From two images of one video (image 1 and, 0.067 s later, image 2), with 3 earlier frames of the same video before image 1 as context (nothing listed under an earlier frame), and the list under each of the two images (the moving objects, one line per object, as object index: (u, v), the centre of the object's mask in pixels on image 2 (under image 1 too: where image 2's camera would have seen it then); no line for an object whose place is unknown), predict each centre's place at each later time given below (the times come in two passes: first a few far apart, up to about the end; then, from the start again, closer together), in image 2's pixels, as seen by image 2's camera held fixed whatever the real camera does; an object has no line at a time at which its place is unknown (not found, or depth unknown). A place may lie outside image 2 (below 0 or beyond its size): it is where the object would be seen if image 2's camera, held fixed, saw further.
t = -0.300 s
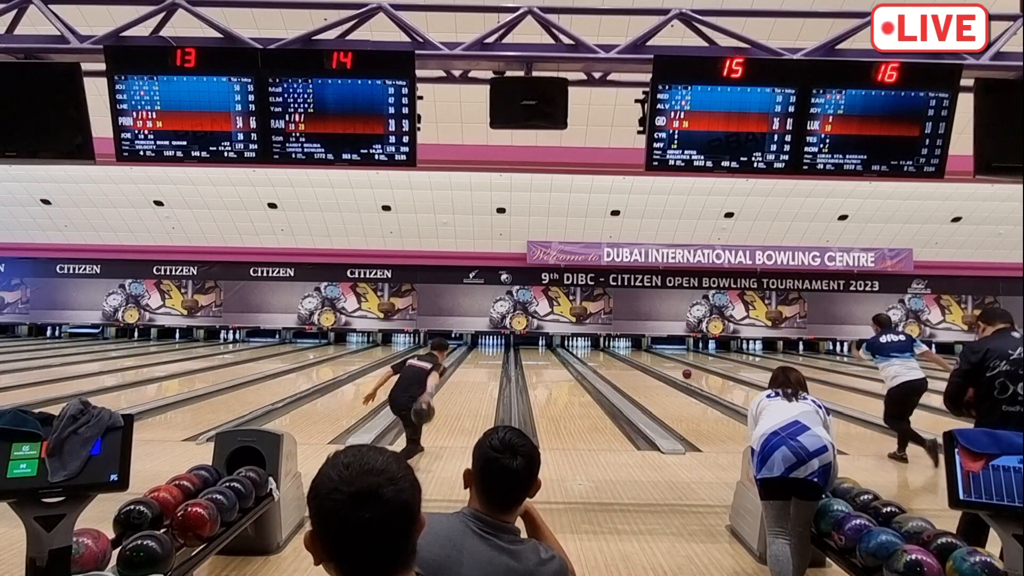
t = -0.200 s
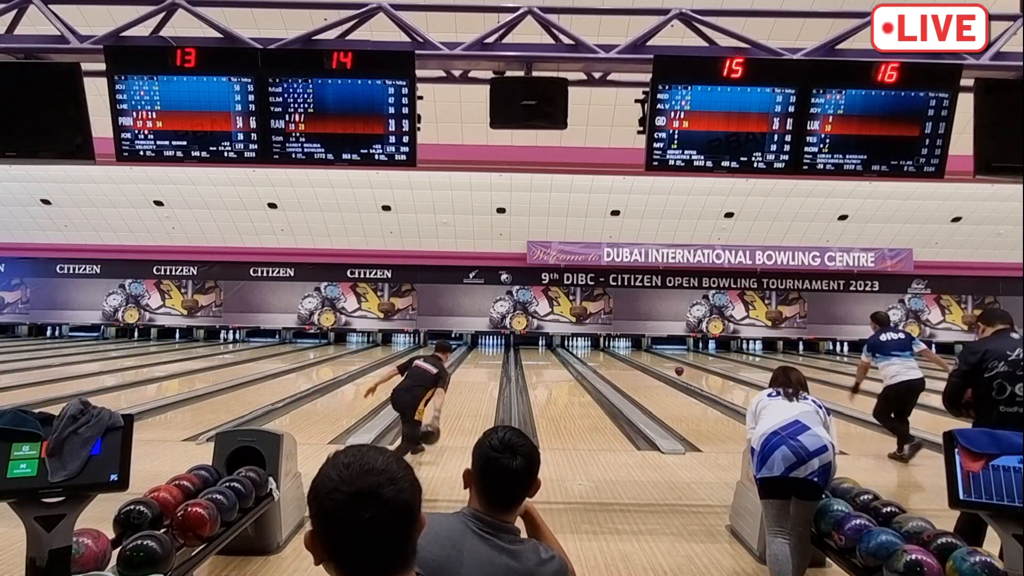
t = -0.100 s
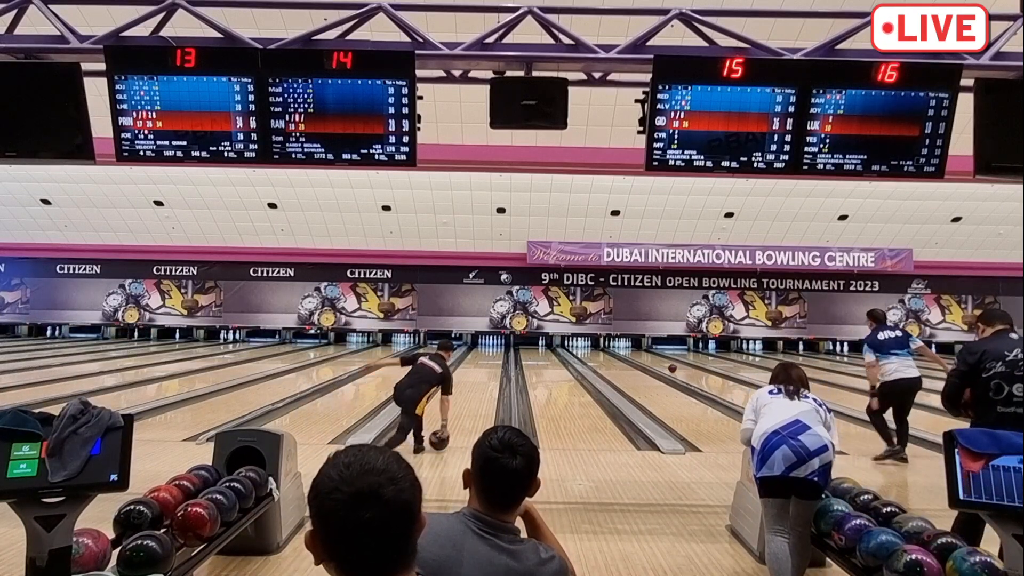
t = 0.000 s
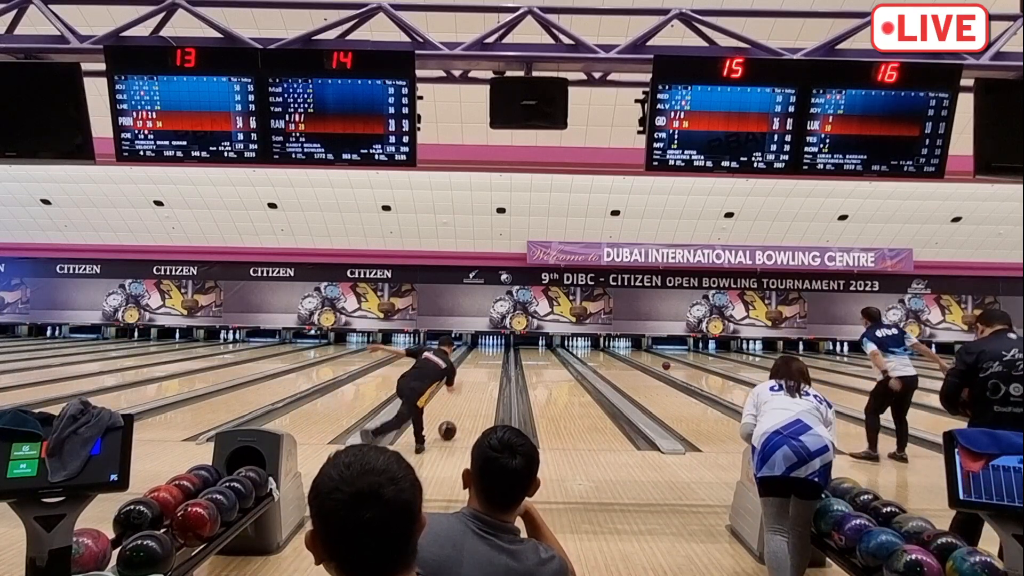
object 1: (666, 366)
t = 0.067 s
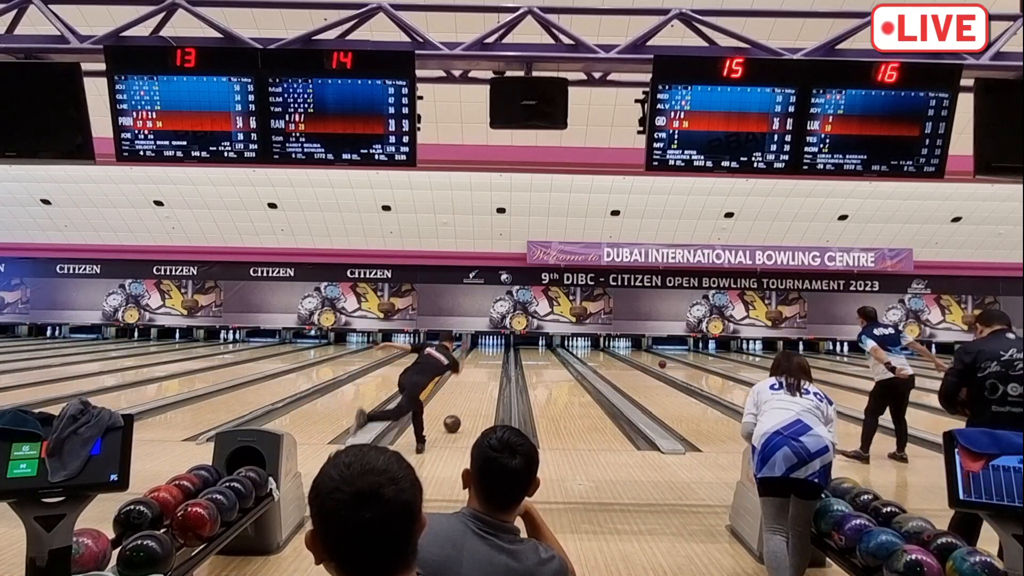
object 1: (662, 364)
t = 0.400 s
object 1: (646, 358)
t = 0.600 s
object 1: (638, 354)
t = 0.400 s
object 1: (646, 358)
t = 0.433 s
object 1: (644, 357)
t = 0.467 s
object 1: (643, 356)
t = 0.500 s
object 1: (641, 356)
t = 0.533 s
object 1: (640, 355)
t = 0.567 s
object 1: (639, 355)
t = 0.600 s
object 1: (638, 354)
